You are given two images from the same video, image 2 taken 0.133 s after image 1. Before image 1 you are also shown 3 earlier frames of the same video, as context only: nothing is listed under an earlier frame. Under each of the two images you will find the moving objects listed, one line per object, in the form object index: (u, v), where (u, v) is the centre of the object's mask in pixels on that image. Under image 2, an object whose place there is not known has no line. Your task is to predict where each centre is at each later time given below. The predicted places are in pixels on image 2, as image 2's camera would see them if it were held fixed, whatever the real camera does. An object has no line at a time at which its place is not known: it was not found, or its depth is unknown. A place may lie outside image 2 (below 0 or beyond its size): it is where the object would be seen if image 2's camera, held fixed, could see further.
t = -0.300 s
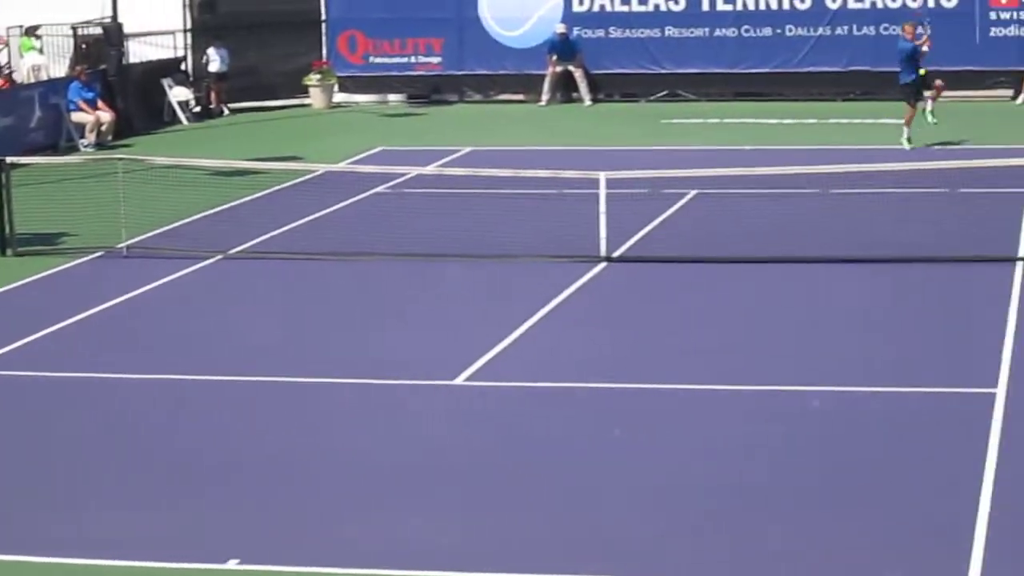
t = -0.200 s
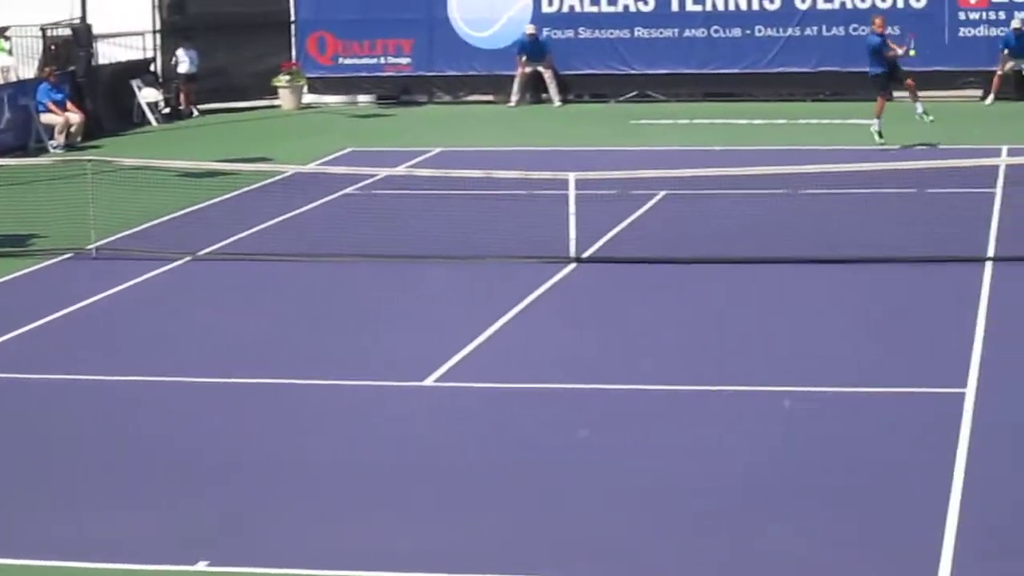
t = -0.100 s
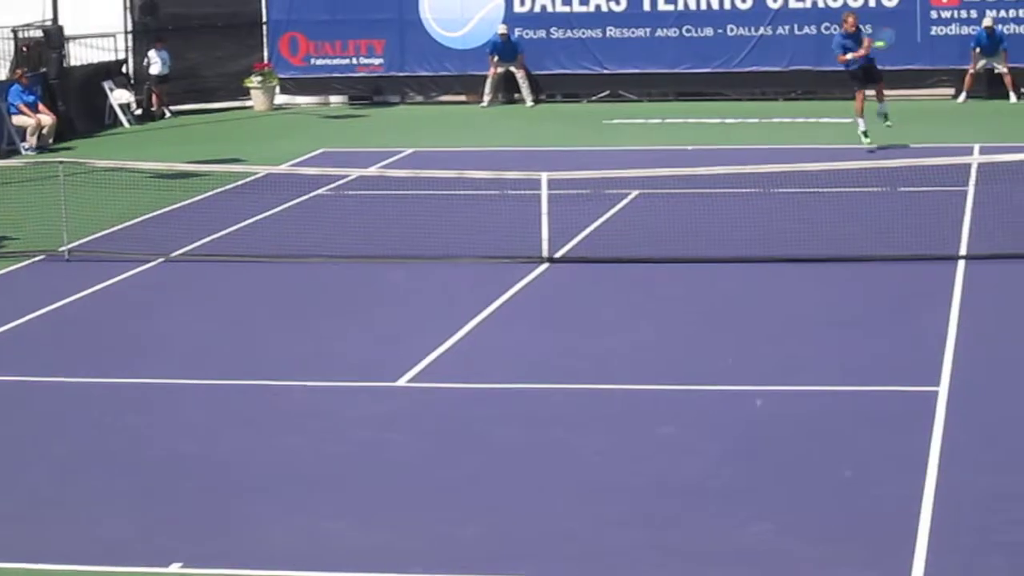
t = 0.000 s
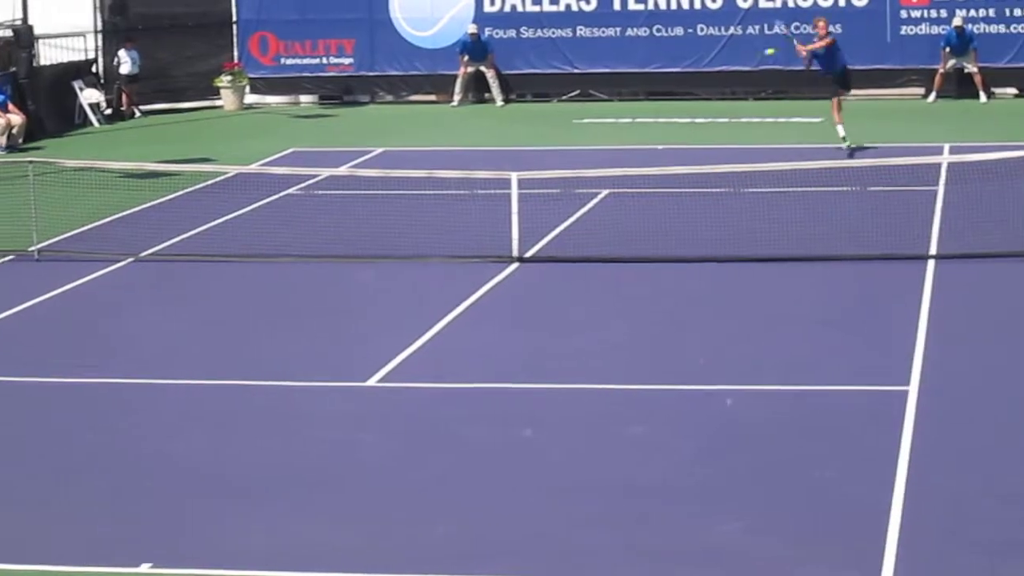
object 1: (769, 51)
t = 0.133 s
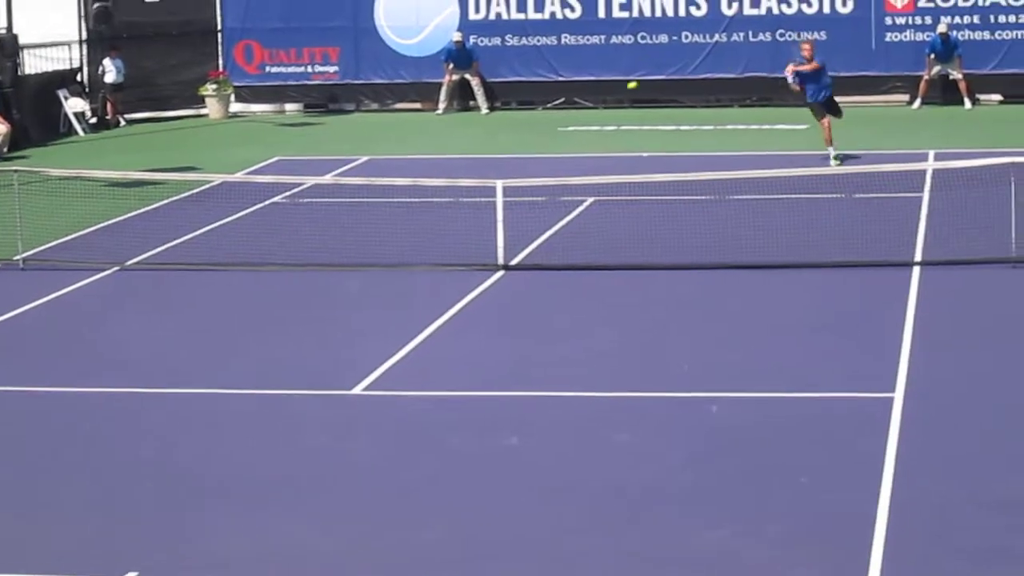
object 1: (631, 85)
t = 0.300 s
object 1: (448, 149)
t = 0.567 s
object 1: (62, 363)
